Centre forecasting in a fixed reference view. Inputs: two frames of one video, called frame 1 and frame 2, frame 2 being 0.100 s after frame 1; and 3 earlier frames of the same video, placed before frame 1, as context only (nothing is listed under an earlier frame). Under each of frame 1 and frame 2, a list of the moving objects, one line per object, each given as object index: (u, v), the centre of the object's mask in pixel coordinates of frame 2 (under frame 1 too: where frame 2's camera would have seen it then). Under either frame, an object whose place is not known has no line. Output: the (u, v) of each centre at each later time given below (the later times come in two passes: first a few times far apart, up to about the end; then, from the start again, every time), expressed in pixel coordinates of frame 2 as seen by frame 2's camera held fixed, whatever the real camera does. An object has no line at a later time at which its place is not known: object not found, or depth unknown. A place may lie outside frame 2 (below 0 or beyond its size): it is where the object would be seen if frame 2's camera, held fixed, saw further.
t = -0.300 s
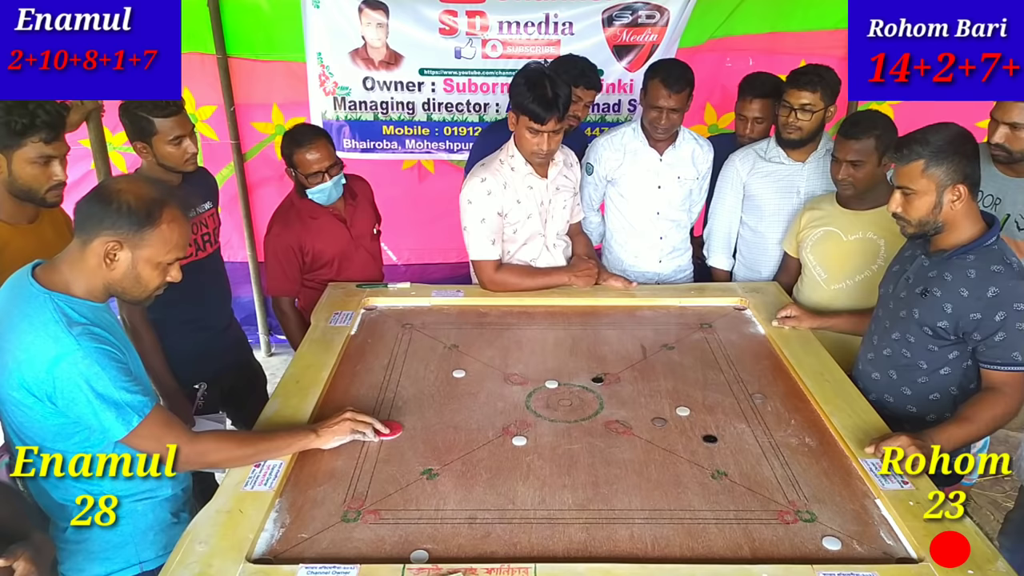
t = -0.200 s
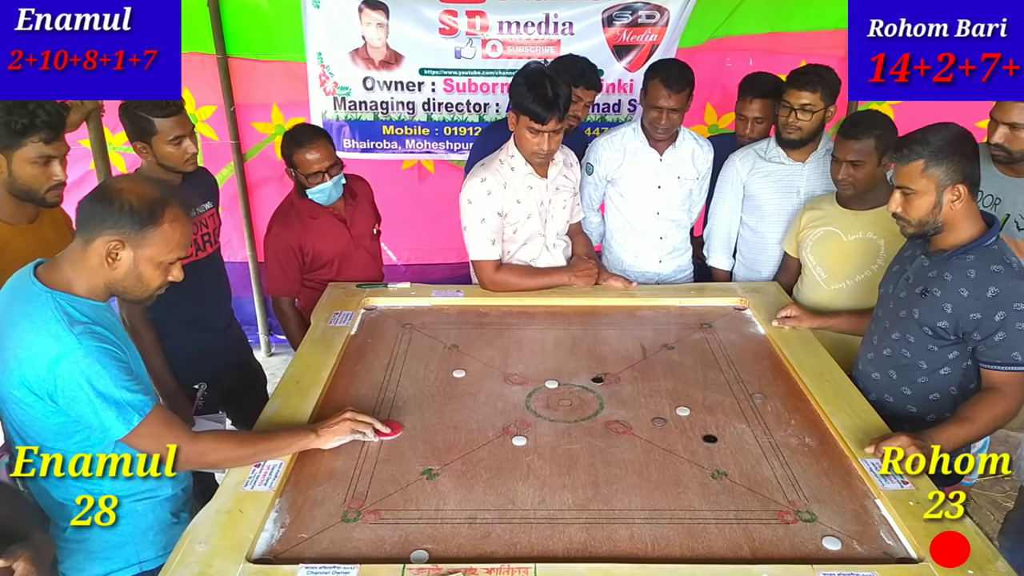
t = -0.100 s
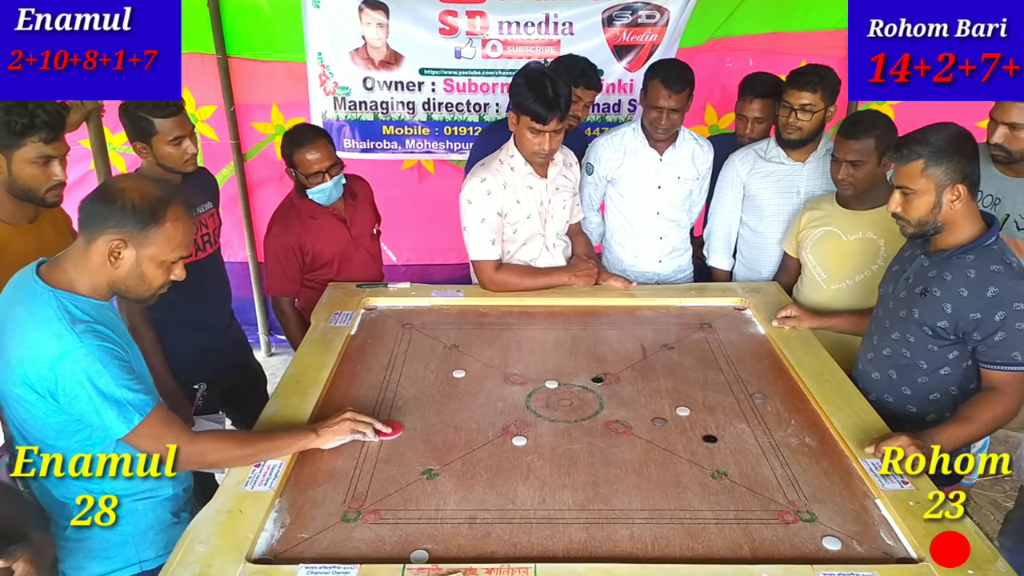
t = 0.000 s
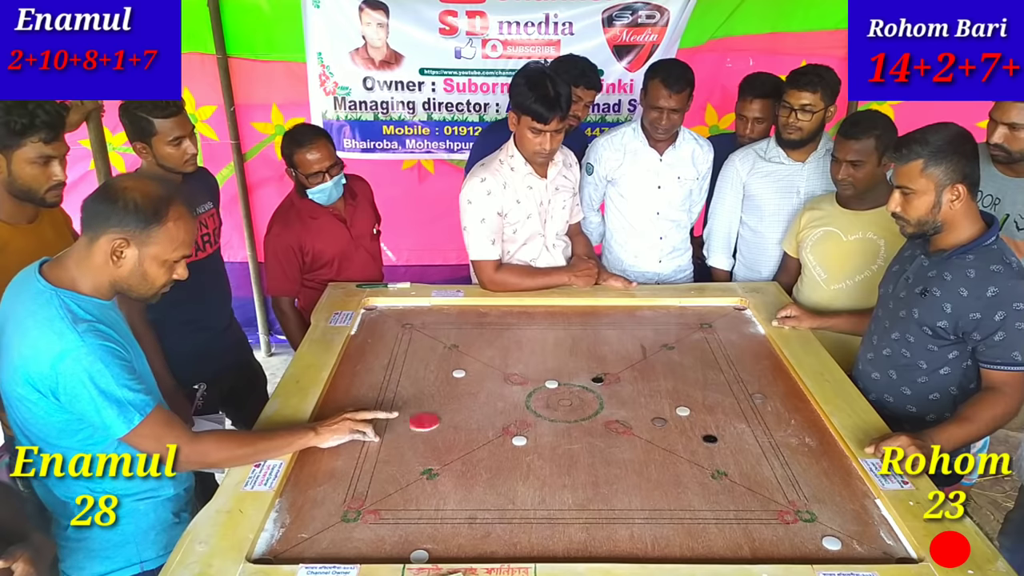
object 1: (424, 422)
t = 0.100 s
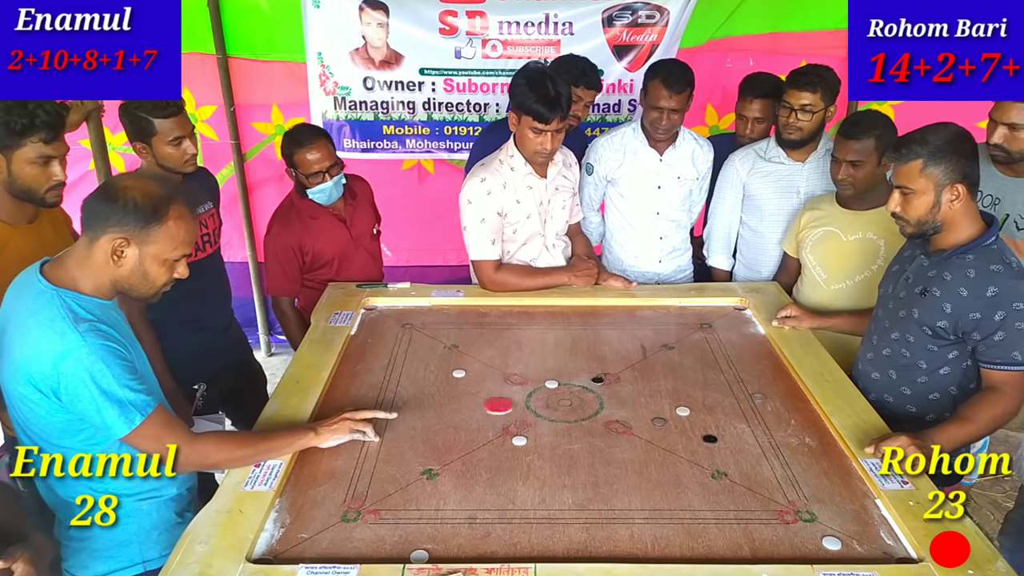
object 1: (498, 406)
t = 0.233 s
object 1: (584, 388)
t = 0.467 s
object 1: (683, 377)
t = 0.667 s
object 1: (745, 370)
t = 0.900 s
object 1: (759, 365)
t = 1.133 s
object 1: (742, 364)
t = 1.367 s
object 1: (742, 364)
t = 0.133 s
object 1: (521, 401)
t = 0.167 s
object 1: (543, 396)
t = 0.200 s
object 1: (564, 392)
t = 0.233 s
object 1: (584, 388)
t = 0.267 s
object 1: (600, 387)
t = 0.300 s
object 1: (615, 385)
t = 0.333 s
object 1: (630, 383)
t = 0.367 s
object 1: (644, 382)
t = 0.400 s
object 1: (657, 380)
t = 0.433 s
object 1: (670, 378)
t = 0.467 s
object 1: (683, 377)
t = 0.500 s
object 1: (695, 376)
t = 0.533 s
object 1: (706, 375)
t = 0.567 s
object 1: (716, 373)
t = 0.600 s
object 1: (727, 372)
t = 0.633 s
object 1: (736, 371)
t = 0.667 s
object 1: (745, 370)
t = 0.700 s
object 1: (753, 369)
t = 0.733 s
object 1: (760, 368)
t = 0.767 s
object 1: (769, 367)
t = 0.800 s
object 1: (773, 366)
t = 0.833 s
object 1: (768, 366)
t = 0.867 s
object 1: (763, 365)
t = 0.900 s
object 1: (759, 365)
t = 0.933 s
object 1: (754, 365)
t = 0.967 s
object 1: (751, 365)
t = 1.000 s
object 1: (748, 365)
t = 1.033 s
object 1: (746, 364)
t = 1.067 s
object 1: (744, 364)
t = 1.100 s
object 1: (743, 364)
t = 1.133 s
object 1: (742, 364)
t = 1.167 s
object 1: (742, 364)
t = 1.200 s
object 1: (742, 364)
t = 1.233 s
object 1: (742, 364)
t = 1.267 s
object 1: (742, 364)
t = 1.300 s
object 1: (742, 364)
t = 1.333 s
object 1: (742, 364)
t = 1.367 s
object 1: (742, 364)
